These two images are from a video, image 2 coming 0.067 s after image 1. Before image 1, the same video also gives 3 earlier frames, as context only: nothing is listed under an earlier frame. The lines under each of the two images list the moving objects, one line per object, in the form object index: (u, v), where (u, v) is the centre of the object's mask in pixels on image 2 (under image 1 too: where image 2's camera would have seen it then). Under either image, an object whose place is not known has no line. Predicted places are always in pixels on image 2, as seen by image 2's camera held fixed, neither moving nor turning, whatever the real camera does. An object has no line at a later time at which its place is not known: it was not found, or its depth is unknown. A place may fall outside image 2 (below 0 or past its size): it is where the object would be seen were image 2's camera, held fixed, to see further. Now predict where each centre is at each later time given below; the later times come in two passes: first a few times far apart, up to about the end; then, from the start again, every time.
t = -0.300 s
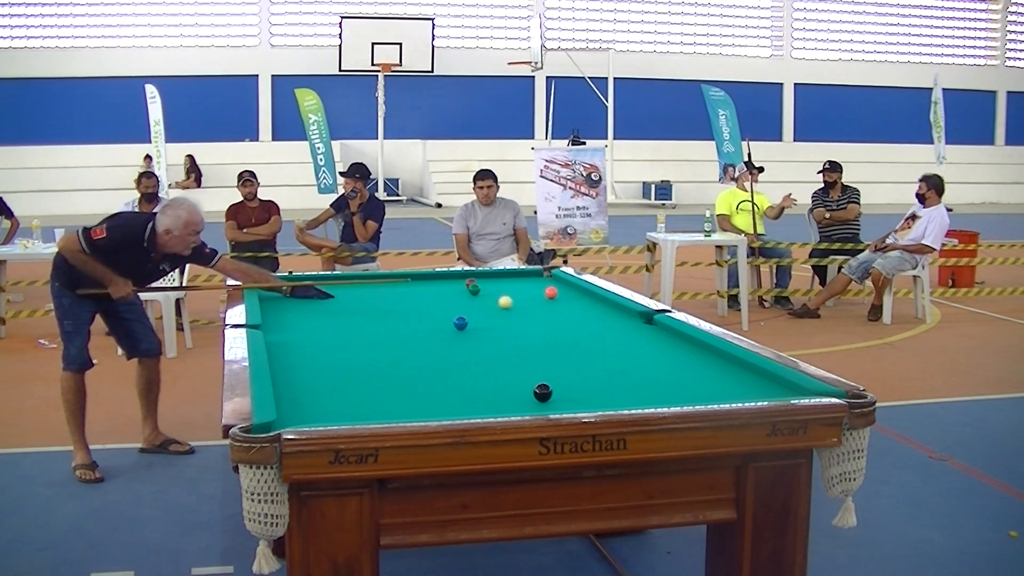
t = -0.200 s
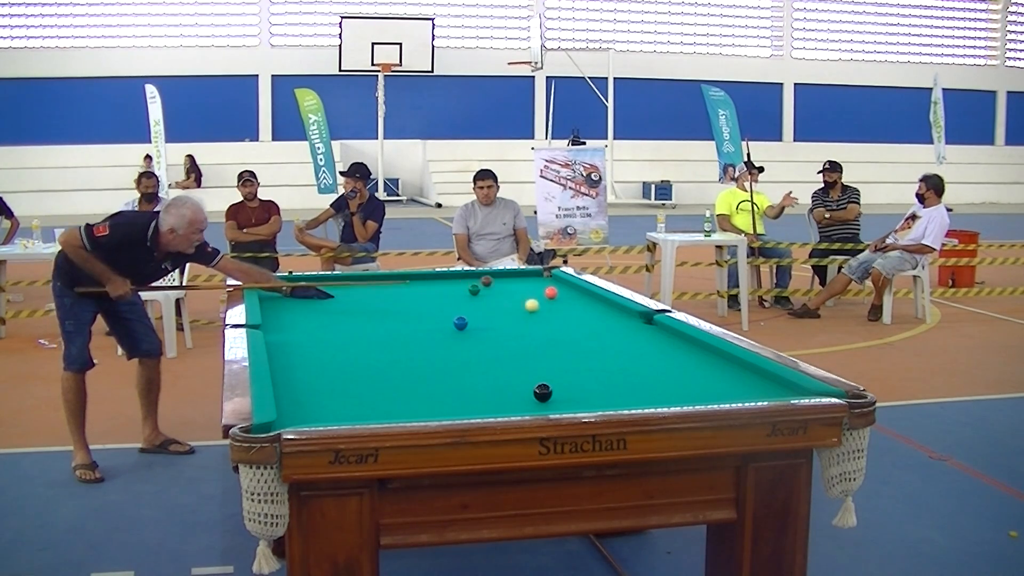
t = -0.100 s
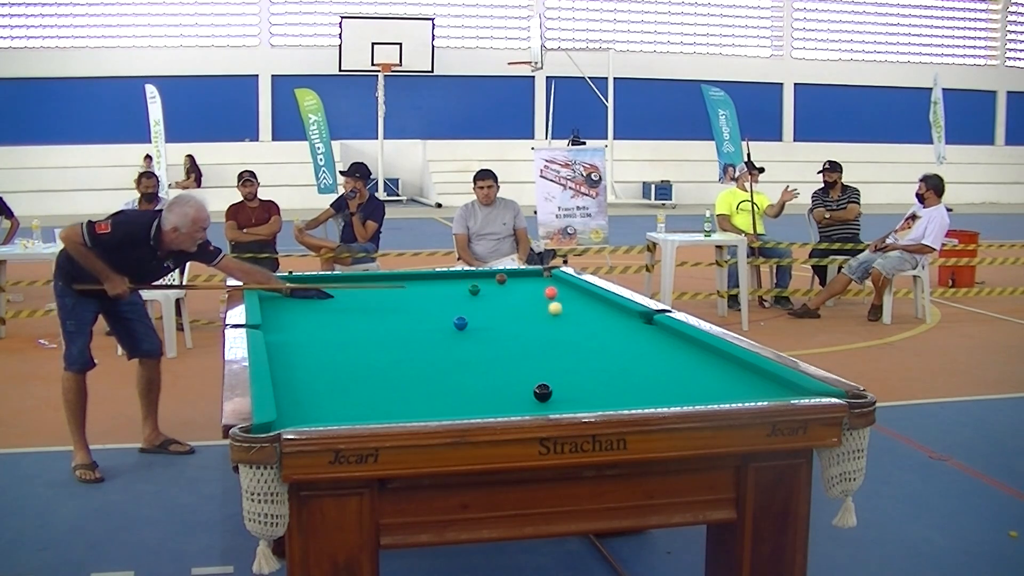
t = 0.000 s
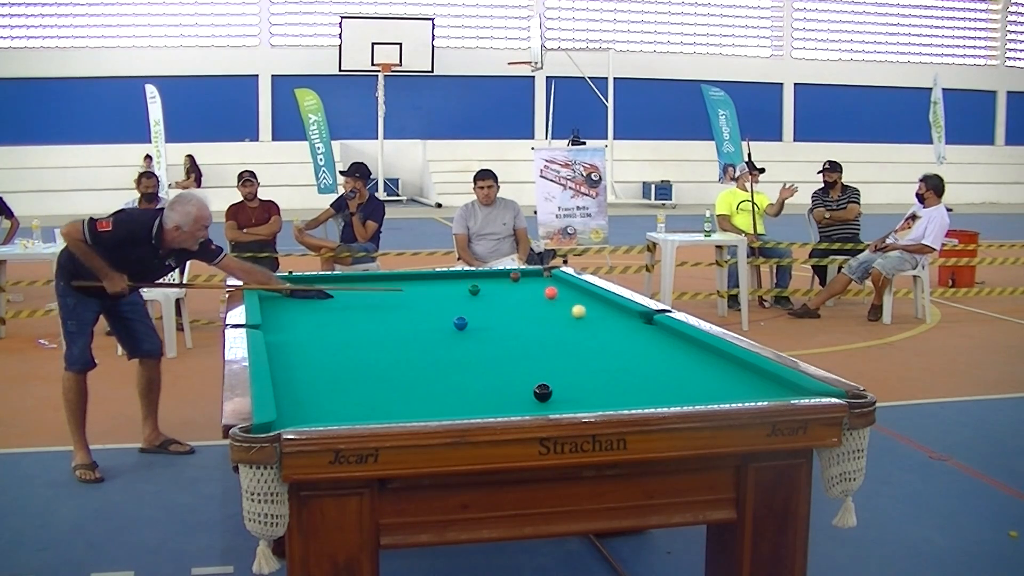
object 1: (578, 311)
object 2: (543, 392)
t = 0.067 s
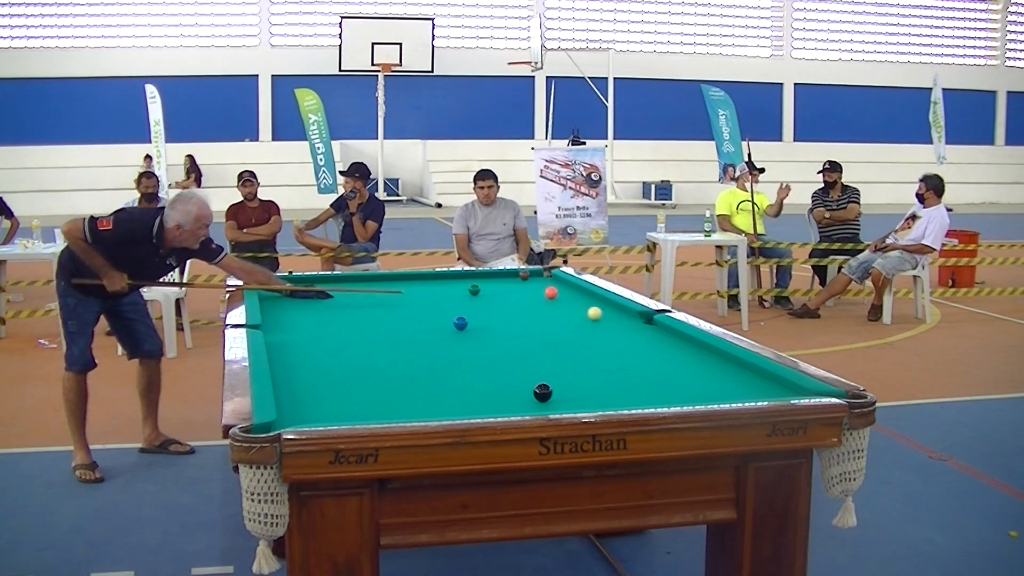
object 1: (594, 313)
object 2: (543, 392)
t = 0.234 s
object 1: (635, 319)
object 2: (543, 392)
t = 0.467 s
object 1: (635, 328)
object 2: (543, 392)
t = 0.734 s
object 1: (616, 340)
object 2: (543, 392)
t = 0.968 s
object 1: (599, 352)
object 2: (543, 392)
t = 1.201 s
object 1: (580, 364)
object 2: (543, 392)
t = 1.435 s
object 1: (560, 378)
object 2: (543, 393)
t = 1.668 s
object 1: (539, 384)
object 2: (541, 397)
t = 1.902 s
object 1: (523, 391)
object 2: (538, 405)
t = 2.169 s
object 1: (505, 394)
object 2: (530, 408)
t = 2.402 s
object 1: (491, 396)
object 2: (518, 406)
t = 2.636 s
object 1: (479, 399)
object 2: (508, 403)
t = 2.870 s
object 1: (469, 400)
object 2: (499, 400)
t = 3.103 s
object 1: (461, 402)
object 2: (491, 397)
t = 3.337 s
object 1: (455, 403)
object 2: (485, 395)
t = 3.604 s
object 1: (451, 404)
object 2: (480, 393)
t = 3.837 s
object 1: (449, 404)
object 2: (477, 392)
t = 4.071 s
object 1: (448, 404)
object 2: (474, 391)
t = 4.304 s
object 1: (448, 405)
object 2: (474, 391)
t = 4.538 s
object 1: (448, 405)
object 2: (473, 391)
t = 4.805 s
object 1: (448, 405)
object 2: (473, 391)
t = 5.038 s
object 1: (448, 405)
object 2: (473, 391)
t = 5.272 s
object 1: (449, 405)
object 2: (474, 391)
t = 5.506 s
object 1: (448, 405)
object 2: (473, 391)
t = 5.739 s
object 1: (449, 405)
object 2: (474, 391)
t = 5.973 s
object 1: (448, 405)
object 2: (474, 391)
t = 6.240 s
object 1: (448, 405)
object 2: (474, 391)
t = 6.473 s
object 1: (448, 405)
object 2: (474, 391)
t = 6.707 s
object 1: (448, 405)
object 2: (474, 391)
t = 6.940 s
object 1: (448, 405)
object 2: (474, 391)
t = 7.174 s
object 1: (448, 405)
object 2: (474, 391)
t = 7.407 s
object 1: (449, 405)
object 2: (474, 391)
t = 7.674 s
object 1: (448, 405)
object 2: (473, 391)
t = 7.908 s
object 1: (448, 405)
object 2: (473, 391)
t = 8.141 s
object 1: (448, 405)
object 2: (473, 391)
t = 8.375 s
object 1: (448, 405)
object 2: (473, 391)
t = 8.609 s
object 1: (448, 405)
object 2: (473, 391)
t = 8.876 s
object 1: (448, 404)
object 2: (474, 391)
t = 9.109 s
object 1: (448, 405)
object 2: (473, 391)
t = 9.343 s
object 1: (448, 405)
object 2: (473, 391)
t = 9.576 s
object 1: (448, 405)
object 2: (473, 391)
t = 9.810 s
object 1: (448, 405)
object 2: (473, 391)
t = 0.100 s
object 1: (602, 315)
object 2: (543, 392)
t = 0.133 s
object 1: (610, 316)
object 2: (543, 392)
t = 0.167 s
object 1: (618, 317)
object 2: (543, 392)
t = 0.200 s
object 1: (626, 318)
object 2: (543, 392)
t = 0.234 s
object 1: (635, 319)
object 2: (543, 392)
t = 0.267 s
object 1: (643, 320)
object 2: (543, 392)
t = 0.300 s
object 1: (647, 321)
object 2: (543, 392)
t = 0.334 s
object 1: (644, 323)
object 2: (543, 392)
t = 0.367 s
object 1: (642, 324)
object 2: (543, 392)
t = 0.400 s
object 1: (640, 325)
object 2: (543, 392)
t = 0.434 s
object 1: (637, 327)
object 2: (543, 392)
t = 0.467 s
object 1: (635, 328)
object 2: (543, 392)
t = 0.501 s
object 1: (633, 330)
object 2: (543, 392)
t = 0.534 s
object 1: (631, 331)
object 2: (543, 392)
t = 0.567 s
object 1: (628, 333)
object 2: (543, 392)
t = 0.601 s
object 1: (626, 334)
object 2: (543, 392)
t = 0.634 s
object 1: (623, 336)
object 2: (543, 392)
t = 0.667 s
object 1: (621, 337)
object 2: (543, 392)
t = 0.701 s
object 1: (619, 339)
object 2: (543, 392)
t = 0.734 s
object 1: (616, 340)
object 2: (543, 392)
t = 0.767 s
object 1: (614, 342)
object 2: (543, 392)
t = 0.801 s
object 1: (611, 344)
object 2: (543, 392)
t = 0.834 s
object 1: (609, 345)
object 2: (543, 392)
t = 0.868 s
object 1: (606, 347)
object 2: (543, 392)
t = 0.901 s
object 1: (604, 349)
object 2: (543, 392)
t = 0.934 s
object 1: (601, 350)
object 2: (543, 392)
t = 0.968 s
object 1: (599, 352)
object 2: (543, 392)
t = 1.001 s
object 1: (596, 354)
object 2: (543, 392)
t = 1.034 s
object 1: (593, 355)
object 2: (543, 392)
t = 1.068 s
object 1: (591, 357)
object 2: (543, 392)
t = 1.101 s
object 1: (588, 359)
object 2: (543, 392)
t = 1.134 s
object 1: (585, 361)
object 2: (543, 392)
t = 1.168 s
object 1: (583, 363)
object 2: (543, 392)
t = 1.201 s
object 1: (580, 364)
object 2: (543, 392)
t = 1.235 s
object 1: (577, 366)
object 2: (543, 392)
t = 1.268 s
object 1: (574, 368)
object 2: (543, 392)
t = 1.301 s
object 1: (571, 370)
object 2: (543, 393)
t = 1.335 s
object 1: (569, 372)
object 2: (543, 393)
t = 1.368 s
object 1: (566, 374)
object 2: (543, 393)
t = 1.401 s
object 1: (563, 376)
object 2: (543, 393)
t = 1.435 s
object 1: (560, 378)
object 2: (543, 393)
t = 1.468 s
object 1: (557, 380)
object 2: (543, 393)
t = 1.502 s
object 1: (555, 381)
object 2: (543, 393)
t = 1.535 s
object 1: (553, 382)
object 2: (543, 393)
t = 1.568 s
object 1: (550, 382)
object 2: (543, 393)
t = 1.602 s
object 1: (546, 383)
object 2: (543, 393)
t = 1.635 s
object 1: (542, 384)
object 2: (542, 395)
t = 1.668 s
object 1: (539, 384)
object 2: (541, 397)
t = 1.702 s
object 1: (536, 386)
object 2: (541, 398)
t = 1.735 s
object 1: (534, 387)
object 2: (540, 400)
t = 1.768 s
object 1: (531, 388)
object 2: (540, 401)
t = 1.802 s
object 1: (529, 389)
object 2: (540, 402)
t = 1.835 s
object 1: (527, 390)
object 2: (539, 403)
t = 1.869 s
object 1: (525, 390)
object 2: (539, 404)
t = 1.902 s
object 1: (523, 391)
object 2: (538, 405)
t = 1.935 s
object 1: (520, 392)
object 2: (538, 406)
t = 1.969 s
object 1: (518, 392)
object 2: (537, 406)
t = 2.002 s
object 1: (516, 392)
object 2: (537, 407)
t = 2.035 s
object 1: (513, 393)
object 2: (537, 408)
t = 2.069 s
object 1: (511, 393)
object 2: (536, 409)
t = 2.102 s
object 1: (509, 393)
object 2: (534, 409)
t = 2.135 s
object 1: (507, 394)
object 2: (532, 408)
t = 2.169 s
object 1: (505, 394)
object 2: (530, 408)
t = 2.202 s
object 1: (503, 395)
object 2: (529, 408)
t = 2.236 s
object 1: (501, 395)
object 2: (527, 407)
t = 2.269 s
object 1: (499, 395)
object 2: (525, 407)
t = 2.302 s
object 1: (497, 395)
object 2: (523, 407)
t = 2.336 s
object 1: (495, 396)
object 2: (521, 406)
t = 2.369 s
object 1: (493, 396)
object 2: (520, 406)
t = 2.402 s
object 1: (491, 396)
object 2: (518, 406)
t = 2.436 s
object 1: (489, 397)
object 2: (517, 405)
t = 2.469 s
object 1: (487, 397)
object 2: (515, 405)
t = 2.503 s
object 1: (486, 397)
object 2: (514, 405)
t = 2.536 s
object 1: (484, 398)
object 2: (512, 405)
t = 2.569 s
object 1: (482, 398)
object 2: (510, 404)
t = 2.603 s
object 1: (481, 398)
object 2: (509, 404)
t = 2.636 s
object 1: (479, 399)
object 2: (508, 403)
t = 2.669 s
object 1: (478, 399)
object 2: (506, 403)
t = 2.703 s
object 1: (476, 399)
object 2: (505, 403)
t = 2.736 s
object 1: (474, 399)
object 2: (504, 402)
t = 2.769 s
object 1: (473, 400)
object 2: (502, 402)
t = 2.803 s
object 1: (472, 400)
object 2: (501, 401)
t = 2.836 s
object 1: (470, 400)
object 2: (500, 400)
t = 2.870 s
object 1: (469, 400)
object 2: (499, 400)
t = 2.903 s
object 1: (468, 400)
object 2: (498, 400)
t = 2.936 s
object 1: (466, 401)
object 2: (497, 399)
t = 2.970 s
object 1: (465, 401)
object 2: (496, 399)
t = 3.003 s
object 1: (464, 401)
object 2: (495, 398)
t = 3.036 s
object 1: (463, 401)
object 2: (494, 398)
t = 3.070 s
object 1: (462, 402)
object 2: (492, 398)
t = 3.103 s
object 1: (461, 402)
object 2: (491, 397)
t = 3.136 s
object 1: (460, 402)
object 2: (491, 397)
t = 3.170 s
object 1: (459, 402)
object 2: (490, 396)
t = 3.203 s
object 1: (459, 402)
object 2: (489, 396)
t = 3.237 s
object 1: (458, 403)
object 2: (488, 396)
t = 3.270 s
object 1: (457, 403)
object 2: (487, 396)
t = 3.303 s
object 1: (456, 403)
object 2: (486, 395)
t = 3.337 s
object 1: (455, 403)
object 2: (485, 395)
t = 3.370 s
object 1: (455, 403)
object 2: (485, 395)
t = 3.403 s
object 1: (454, 403)
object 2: (484, 394)
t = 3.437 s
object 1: (453, 404)
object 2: (483, 394)
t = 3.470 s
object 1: (453, 404)
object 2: (482, 394)
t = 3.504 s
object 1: (452, 404)
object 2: (481, 394)
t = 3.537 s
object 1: (452, 404)
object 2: (481, 393)
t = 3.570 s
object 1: (451, 404)
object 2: (480, 393)
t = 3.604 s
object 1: (451, 404)
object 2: (480, 393)
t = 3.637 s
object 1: (450, 404)
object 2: (479, 393)
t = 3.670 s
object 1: (450, 404)
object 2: (478, 392)
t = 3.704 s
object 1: (450, 404)
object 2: (478, 392)
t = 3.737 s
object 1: (449, 404)
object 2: (478, 392)
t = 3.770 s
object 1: (449, 404)
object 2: (477, 392)
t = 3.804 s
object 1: (449, 404)
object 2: (477, 392)
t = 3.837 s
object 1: (449, 404)
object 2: (477, 392)
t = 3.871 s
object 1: (448, 405)
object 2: (476, 392)
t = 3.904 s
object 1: (448, 405)
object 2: (476, 392)
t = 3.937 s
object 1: (448, 405)
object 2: (475, 391)
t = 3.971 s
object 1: (448, 405)
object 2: (475, 391)
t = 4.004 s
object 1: (448, 404)
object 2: (475, 391)
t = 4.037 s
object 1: (448, 404)
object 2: (475, 391)
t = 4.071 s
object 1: (448, 404)
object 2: (474, 391)
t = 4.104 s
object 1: (448, 404)
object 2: (474, 391)
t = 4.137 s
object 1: (448, 405)
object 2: (474, 391)
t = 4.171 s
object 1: (448, 405)
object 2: (474, 391)
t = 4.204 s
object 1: (448, 405)
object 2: (474, 391)
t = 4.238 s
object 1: (448, 405)
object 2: (474, 391)
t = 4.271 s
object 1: (448, 405)
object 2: (474, 391)
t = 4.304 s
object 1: (448, 405)
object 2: (474, 391)
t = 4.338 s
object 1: (448, 405)
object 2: (474, 391)
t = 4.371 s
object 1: (448, 405)
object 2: (474, 391)
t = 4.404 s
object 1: (448, 405)
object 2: (474, 391)
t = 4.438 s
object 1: (448, 405)
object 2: (474, 391)
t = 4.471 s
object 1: (448, 405)
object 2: (473, 391)
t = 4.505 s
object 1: (448, 405)
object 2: (473, 391)
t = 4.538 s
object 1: (448, 405)
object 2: (473, 391)
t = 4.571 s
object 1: (448, 405)
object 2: (473, 391)
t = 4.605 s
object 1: (448, 405)
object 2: (473, 391)
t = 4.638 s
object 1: (448, 405)
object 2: (473, 391)
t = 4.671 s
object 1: (448, 405)
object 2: (473, 391)
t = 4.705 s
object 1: (448, 405)
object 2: (473, 391)
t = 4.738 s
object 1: (448, 405)
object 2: (473, 391)
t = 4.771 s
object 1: (448, 405)
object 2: (473, 391)
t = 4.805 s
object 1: (448, 405)
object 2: (473, 391)
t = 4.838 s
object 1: (448, 405)
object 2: (473, 391)
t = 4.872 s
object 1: (448, 405)
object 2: (473, 391)
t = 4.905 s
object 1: (448, 405)
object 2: (473, 391)
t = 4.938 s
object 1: (448, 405)
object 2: (473, 391)
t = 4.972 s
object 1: (448, 405)
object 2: (473, 391)
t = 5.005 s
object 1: (448, 405)
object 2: (473, 391)
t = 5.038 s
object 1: (448, 405)
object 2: (473, 391)
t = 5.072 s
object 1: (448, 405)
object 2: (473, 391)
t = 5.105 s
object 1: (449, 405)
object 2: (474, 391)
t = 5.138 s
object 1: (448, 405)
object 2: (474, 391)
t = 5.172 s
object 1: (448, 405)
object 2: (473, 391)
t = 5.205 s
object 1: (448, 405)
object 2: (474, 391)
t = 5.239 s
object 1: (449, 405)
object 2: (474, 391)
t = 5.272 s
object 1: (449, 405)
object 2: (474, 391)
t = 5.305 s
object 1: (449, 405)
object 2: (474, 391)
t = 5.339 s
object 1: (449, 405)
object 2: (474, 391)
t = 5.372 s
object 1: (448, 405)
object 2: (474, 391)
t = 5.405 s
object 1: (449, 405)
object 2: (474, 391)
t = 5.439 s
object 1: (448, 405)
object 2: (474, 391)
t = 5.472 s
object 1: (448, 405)
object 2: (474, 391)
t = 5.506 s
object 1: (448, 405)
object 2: (473, 391)
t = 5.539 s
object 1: (448, 405)
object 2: (473, 391)
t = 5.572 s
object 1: (448, 405)
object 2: (473, 391)
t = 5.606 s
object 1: (449, 405)
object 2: (474, 391)
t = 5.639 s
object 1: (449, 405)
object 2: (474, 391)
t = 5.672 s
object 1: (449, 405)
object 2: (474, 391)
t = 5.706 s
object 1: (449, 405)
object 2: (474, 391)
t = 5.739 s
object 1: (449, 405)
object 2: (474, 391)
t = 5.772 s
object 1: (449, 405)
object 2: (474, 391)
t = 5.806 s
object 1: (449, 405)
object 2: (474, 391)
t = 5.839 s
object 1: (449, 405)
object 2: (474, 391)
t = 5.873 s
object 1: (448, 405)
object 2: (474, 391)
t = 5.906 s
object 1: (448, 405)
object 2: (473, 391)
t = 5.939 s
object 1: (448, 405)
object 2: (473, 391)
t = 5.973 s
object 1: (448, 405)
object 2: (474, 391)
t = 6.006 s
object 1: (448, 405)
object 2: (474, 391)
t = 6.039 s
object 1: (448, 405)
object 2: (474, 391)
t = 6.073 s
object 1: (448, 405)
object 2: (474, 391)
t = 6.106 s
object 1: (448, 405)
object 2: (474, 391)
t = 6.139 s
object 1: (449, 405)
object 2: (474, 391)
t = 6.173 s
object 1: (448, 405)
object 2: (474, 391)
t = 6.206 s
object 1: (448, 405)
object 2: (473, 391)
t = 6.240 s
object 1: (448, 405)
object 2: (474, 391)
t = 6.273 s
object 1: (448, 405)
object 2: (474, 391)
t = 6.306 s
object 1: (448, 405)
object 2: (474, 391)
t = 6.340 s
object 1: (448, 405)
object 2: (474, 391)
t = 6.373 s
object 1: (448, 405)
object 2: (474, 391)
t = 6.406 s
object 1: (448, 405)
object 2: (474, 391)
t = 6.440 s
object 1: (448, 405)
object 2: (474, 391)
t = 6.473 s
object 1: (448, 405)
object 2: (474, 391)
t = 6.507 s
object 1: (448, 405)
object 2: (474, 391)
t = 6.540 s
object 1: (448, 405)
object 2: (474, 391)
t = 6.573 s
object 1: (448, 405)
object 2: (474, 391)
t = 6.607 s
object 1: (449, 405)
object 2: (474, 391)
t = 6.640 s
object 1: (449, 405)
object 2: (474, 391)
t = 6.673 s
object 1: (449, 405)
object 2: (474, 391)
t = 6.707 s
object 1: (448, 405)
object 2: (474, 391)
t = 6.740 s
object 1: (448, 405)
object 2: (474, 391)
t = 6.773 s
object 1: (448, 405)
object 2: (474, 391)
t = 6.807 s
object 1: (448, 405)
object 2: (474, 391)
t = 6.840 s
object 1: (448, 405)
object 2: (474, 391)
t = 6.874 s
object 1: (448, 405)
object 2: (474, 391)
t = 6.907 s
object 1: (448, 405)
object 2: (473, 391)
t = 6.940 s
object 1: (448, 405)
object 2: (474, 391)
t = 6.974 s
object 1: (448, 405)
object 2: (474, 391)
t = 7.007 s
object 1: (448, 405)
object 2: (474, 391)
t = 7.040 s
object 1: (448, 405)
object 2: (474, 391)
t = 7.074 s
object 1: (448, 405)
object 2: (474, 391)
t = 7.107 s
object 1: (448, 405)
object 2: (473, 391)
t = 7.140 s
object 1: (448, 405)
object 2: (474, 391)
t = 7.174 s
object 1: (448, 405)
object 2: (474, 391)
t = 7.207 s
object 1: (448, 405)
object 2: (474, 391)
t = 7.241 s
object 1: (448, 405)
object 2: (474, 391)
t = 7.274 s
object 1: (448, 404)
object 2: (474, 391)
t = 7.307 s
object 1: (448, 405)
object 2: (474, 391)
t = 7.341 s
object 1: (449, 405)
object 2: (474, 391)
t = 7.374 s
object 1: (449, 405)
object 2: (474, 391)
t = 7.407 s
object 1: (449, 405)
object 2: (474, 391)
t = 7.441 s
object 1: (448, 405)
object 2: (474, 391)
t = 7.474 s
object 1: (448, 405)
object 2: (474, 391)
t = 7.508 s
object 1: (448, 405)
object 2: (474, 391)
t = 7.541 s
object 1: (448, 405)
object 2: (473, 391)
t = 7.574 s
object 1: (448, 405)
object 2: (473, 391)
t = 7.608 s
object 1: (448, 405)
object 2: (473, 391)
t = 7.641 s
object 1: (448, 405)
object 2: (473, 391)
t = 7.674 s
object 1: (448, 405)
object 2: (473, 391)
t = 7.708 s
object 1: (448, 405)
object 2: (473, 391)
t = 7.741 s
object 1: (448, 405)
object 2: (473, 391)
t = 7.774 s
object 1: (448, 405)
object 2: (473, 391)
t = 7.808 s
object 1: (448, 405)
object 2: (473, 391)
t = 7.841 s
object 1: (448, 405)
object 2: (473, 391)
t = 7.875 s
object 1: (448, 405)
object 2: (473, 391)
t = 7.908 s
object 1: (448, 405)
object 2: (473, 391)
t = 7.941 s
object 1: (448, 405)
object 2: (473, 391)
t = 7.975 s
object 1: (448, 405)
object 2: (473, 391)
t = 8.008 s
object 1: (448, 405)
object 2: (473, 391)
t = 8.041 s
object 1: (448, 405)
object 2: (473, 391)
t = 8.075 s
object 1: (448, 405)
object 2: (473, 391)
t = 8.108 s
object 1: (448, 405)
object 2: (473, 391)
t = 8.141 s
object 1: (448, 405)
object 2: (473, 391)
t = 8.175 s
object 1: (448, 405)
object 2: (473, 391)
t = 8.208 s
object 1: (448, 405)
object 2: (473, 391)
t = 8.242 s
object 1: (448, 405)
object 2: (473, 391)
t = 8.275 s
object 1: (448, 405)
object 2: (473, 391)
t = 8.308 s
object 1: (448, 405)
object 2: (473, 391)
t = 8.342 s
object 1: (448, 405)
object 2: (473, 391)
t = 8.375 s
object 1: (448, 405)
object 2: (473, 391)
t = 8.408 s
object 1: (448, 405)
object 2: (473, 391)
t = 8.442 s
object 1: (448, 405)
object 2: (473, 391)
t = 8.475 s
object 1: (448, 405)
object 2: (473, 391)
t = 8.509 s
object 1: (448, 405)
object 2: (473, 391)
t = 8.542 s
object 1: (448, 405)
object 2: (473, 391)
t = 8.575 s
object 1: (448, 405)
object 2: (473, 391)
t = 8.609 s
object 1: (448, 405)
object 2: (473, 391)
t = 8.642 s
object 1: (448, 405)
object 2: (473, 391)
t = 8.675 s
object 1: (448, 405)
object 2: (473, 391)
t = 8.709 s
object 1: (448, 405)
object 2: (473, 391)
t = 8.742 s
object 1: (448, 405)
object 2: (473, 391)
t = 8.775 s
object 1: (448, 405)
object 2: (473, 391)
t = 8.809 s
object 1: (448, 405)
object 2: (474, 391)
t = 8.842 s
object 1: (448, 405)
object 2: (473, 391)
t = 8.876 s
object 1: (448, 404)
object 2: (474, 391)
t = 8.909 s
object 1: (448, 405)
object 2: (473, 391)
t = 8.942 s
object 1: (448, 405)
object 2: (473, 391)
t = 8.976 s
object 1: (448, 405)
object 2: (473, 391)
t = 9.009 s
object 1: (448, 405)
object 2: (473, 391)
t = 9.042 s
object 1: (448, 405)
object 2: (473, 391)
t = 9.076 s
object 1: (448, 405)
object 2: (473, 391)
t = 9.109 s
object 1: (448, 405)
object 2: (473, 391)
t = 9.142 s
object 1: (448, 405)
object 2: (473, 391)
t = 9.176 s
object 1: (448, 405)
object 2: (473, 391)
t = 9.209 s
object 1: (448, 405)
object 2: (473, 391)
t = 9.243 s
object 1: (448, 405)
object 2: (473, 391)
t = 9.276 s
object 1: (448, 405)
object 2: (473, 391)
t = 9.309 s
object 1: (448, 405)
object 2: (473, 391)
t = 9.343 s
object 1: (448, 405)
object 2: (473, 391)
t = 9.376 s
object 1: (448, 405)
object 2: (473, 391)
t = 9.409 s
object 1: (448, 405)
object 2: (473, 391)
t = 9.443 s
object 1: (448, 405)
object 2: (473, 391)
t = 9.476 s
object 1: (448, 405)
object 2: (473, 391)
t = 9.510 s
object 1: (448, 405)
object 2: (473, 391)
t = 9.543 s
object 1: (448, 405)
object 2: (473, 391)
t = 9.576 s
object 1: (448, 405)
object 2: (473, 391)
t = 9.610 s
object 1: (448, 405)
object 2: (473, 391)
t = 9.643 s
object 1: (448, 405)
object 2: (473, 391)
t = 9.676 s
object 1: (448, 405)
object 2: (473, 391)
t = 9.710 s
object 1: (448, 405)
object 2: (473, 391)
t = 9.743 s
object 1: (448, 405)
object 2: (474, 391)
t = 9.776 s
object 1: (448, 405)
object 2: (473, 391)
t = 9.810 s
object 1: (448, 405)
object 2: (473, 391)
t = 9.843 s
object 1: (448, 405)
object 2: (473, 391)
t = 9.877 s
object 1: (448, 405)
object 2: (473, 391)
